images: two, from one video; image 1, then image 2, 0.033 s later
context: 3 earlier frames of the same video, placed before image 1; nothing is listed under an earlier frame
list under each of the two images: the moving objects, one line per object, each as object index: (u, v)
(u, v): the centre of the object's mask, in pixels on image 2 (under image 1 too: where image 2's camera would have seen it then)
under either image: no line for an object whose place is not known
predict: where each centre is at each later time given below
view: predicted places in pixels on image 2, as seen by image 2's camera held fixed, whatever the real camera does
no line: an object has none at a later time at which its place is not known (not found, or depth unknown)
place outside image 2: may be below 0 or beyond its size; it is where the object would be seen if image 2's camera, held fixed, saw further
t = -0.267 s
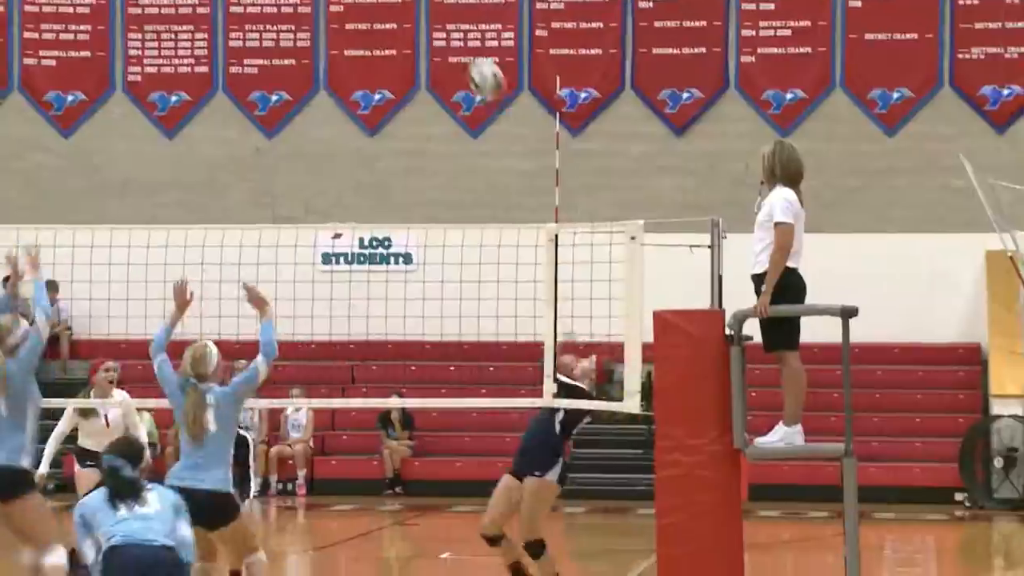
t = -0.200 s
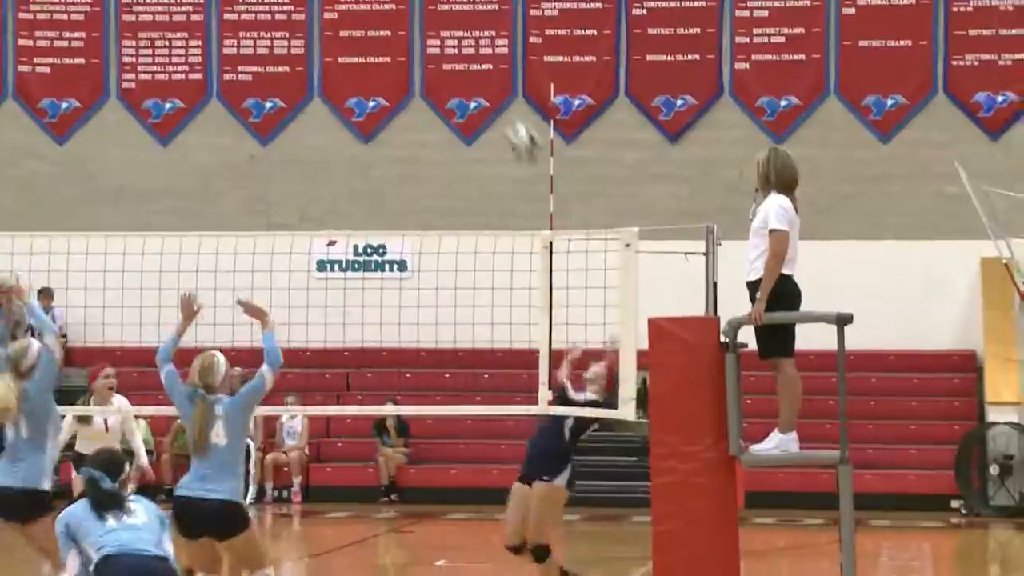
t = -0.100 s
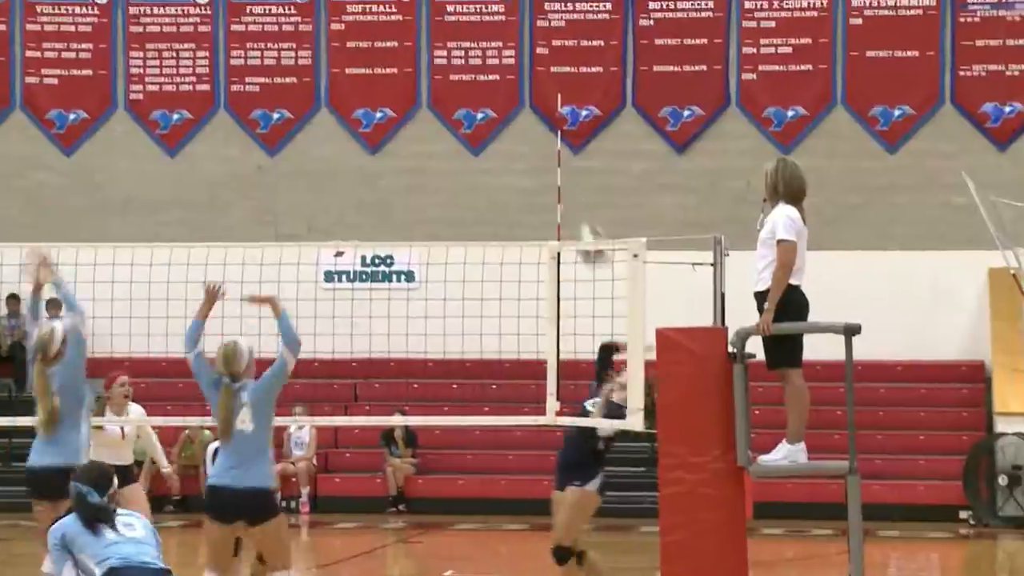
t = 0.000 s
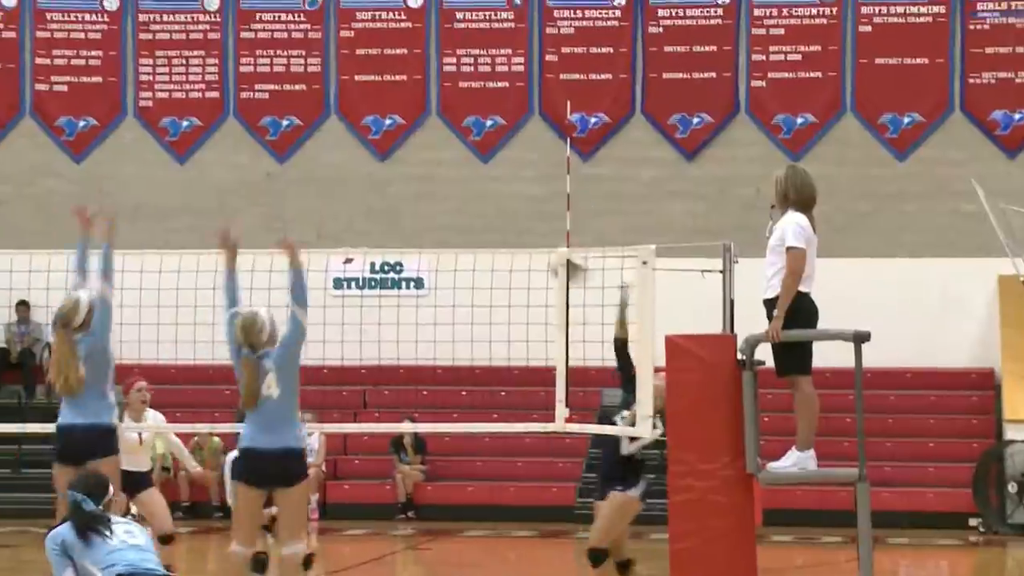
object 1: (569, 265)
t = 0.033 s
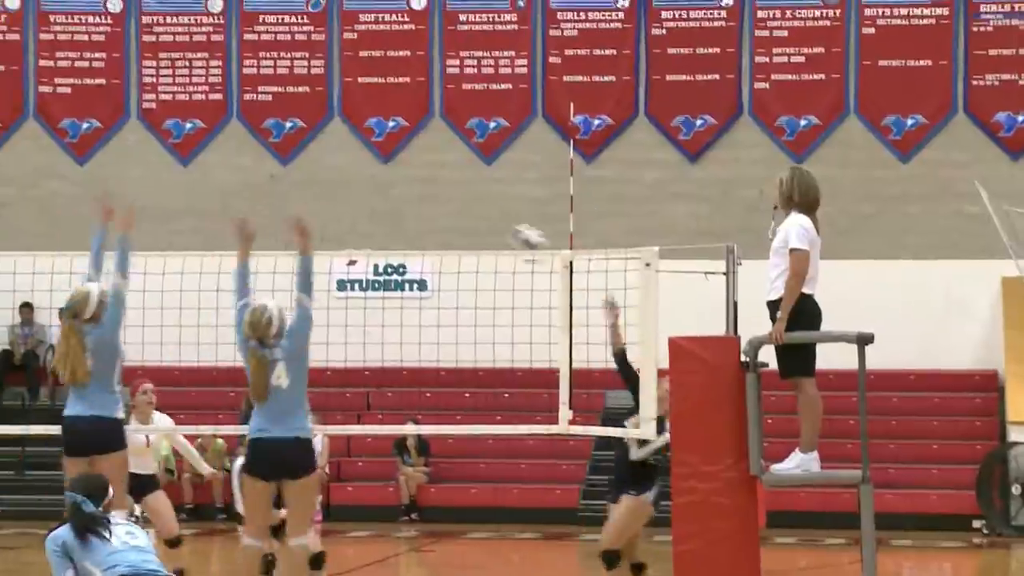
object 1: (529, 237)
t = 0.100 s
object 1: (438, 197)
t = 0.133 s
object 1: (391, 180)
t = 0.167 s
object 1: (344, 164)
